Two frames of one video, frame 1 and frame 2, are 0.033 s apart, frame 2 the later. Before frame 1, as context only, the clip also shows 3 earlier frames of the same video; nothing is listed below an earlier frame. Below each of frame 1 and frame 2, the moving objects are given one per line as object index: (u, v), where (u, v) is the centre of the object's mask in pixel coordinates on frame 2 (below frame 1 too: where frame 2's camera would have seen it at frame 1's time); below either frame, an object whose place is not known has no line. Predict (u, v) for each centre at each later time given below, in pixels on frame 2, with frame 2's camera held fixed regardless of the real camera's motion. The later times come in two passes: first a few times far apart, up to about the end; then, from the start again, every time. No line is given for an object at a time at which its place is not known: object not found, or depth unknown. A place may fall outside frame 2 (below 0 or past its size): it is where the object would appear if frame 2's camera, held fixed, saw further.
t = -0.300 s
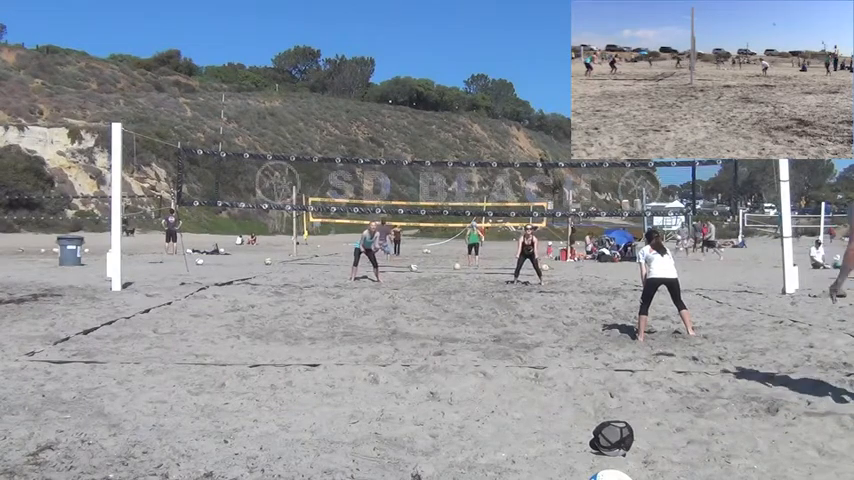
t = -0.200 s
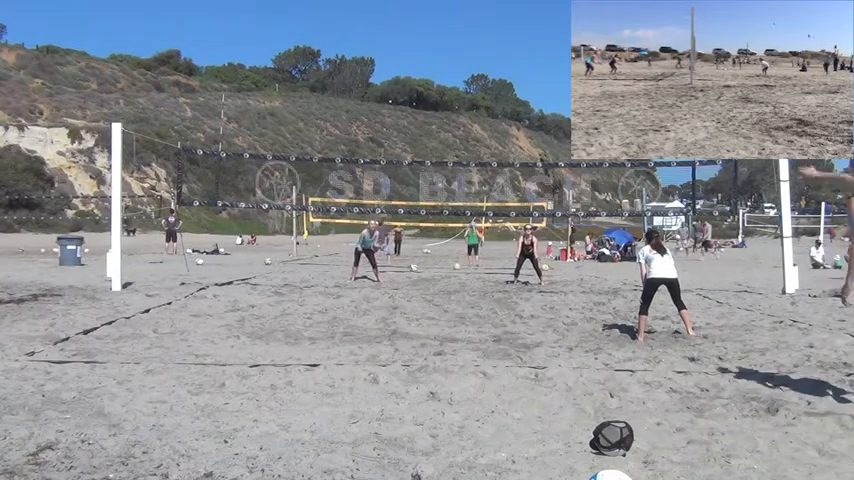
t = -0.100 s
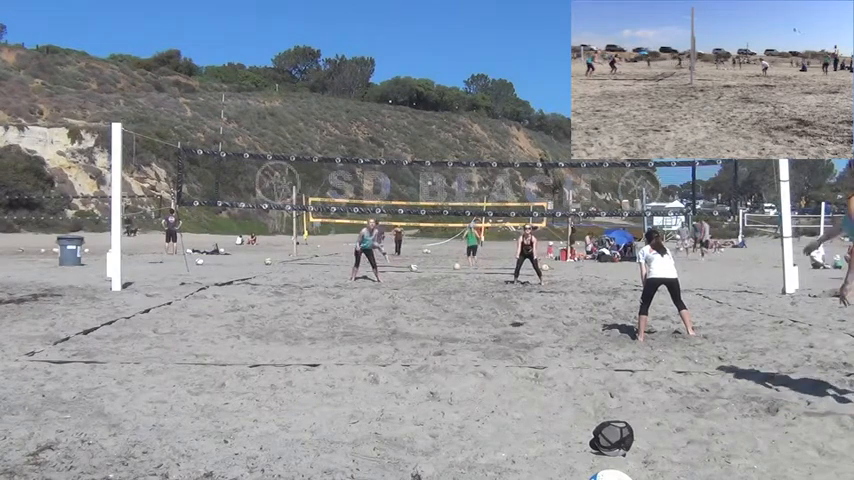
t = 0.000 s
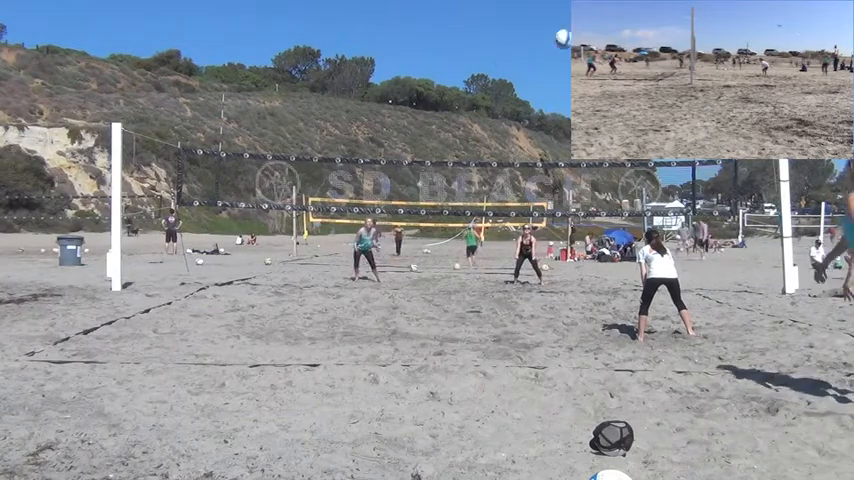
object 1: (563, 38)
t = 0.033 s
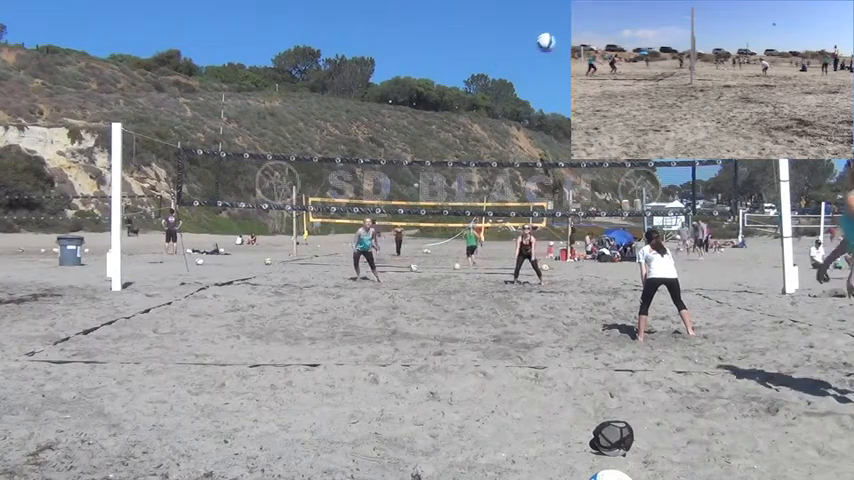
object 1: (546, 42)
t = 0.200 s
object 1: (474, 69)
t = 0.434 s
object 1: (406, 126)
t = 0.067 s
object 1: (529, 45)
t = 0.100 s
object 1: (514, 51)
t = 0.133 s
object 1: (500, 57)
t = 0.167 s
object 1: (487, 63)
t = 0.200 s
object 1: (474, 69)
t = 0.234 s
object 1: (462, 77)
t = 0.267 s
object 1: (451, 84)
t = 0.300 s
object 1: (440, 93)
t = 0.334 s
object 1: (431, 102)
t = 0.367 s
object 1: (422, 109)
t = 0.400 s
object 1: (414, 118)
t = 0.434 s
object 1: (406, 126)
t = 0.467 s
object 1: (398, 135)
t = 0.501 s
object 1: (391, 143)
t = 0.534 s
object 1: (384, 152)
